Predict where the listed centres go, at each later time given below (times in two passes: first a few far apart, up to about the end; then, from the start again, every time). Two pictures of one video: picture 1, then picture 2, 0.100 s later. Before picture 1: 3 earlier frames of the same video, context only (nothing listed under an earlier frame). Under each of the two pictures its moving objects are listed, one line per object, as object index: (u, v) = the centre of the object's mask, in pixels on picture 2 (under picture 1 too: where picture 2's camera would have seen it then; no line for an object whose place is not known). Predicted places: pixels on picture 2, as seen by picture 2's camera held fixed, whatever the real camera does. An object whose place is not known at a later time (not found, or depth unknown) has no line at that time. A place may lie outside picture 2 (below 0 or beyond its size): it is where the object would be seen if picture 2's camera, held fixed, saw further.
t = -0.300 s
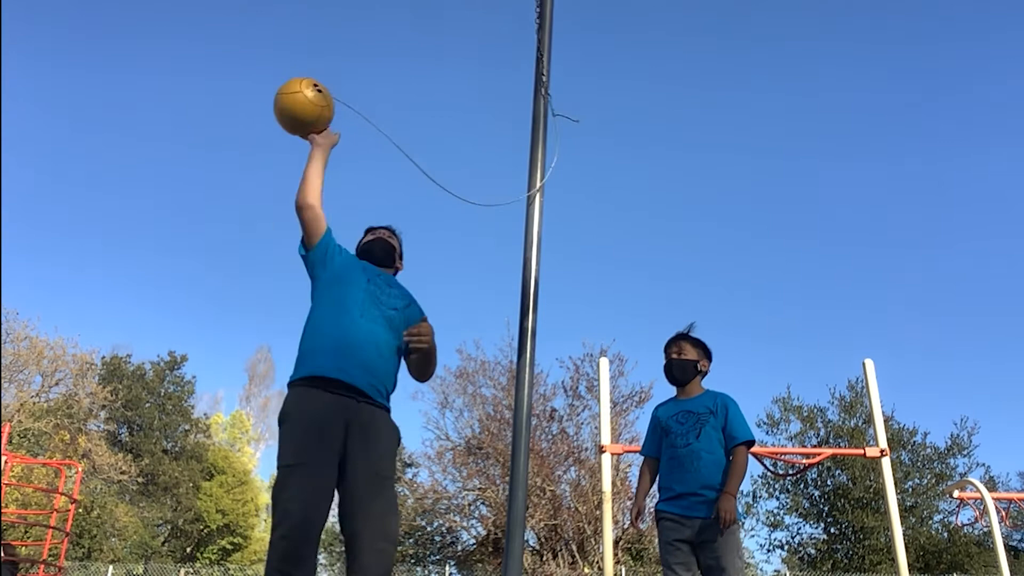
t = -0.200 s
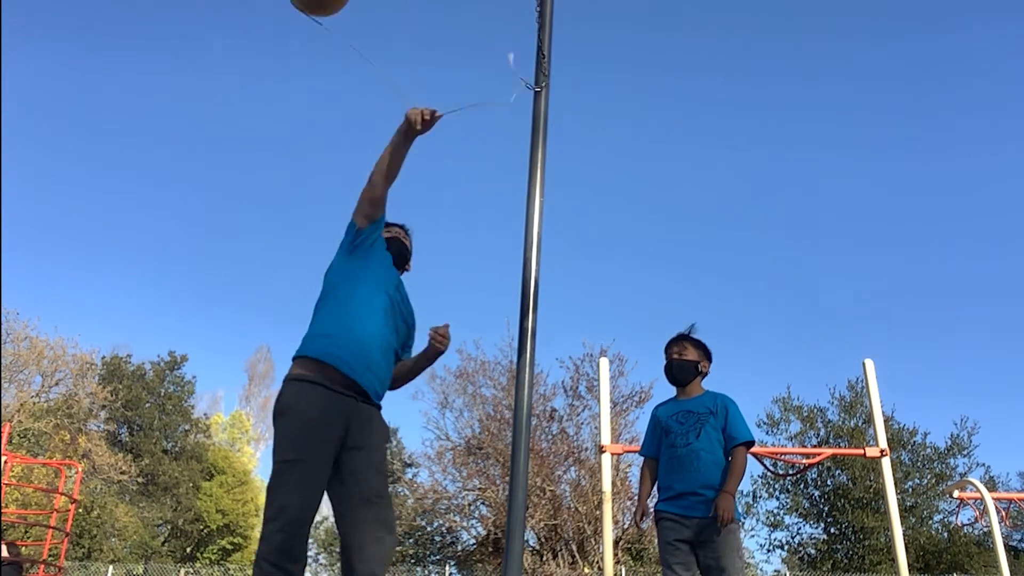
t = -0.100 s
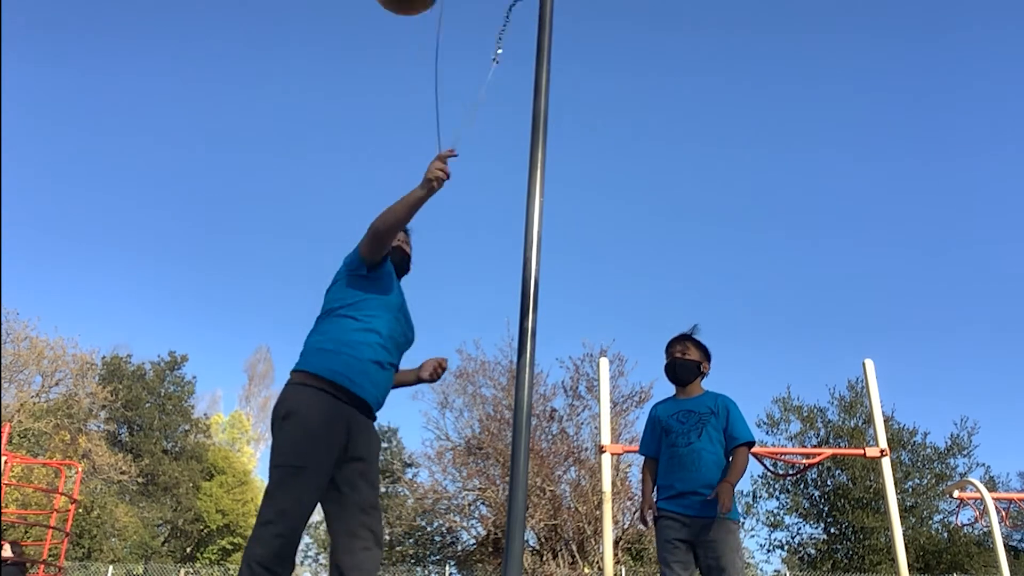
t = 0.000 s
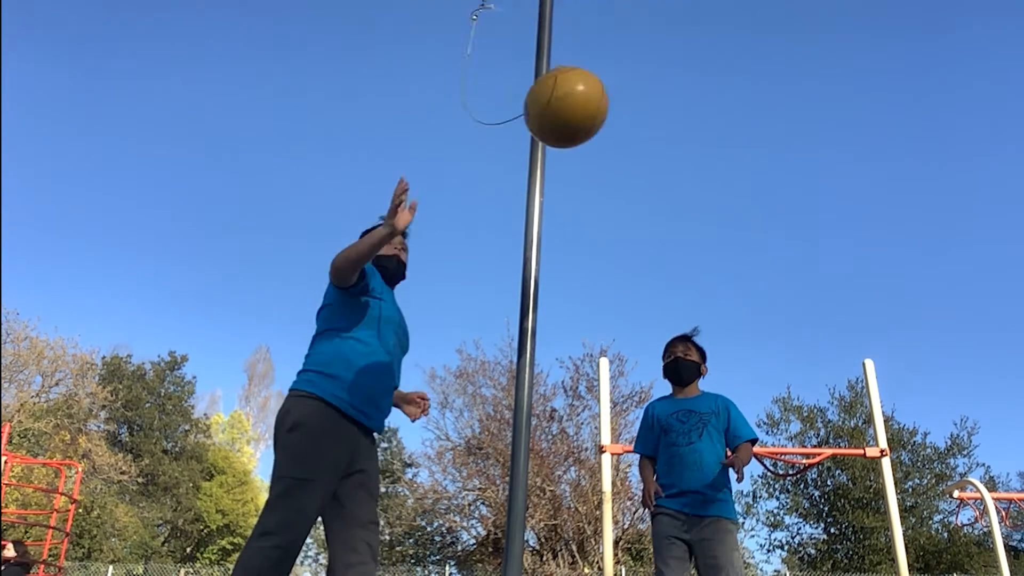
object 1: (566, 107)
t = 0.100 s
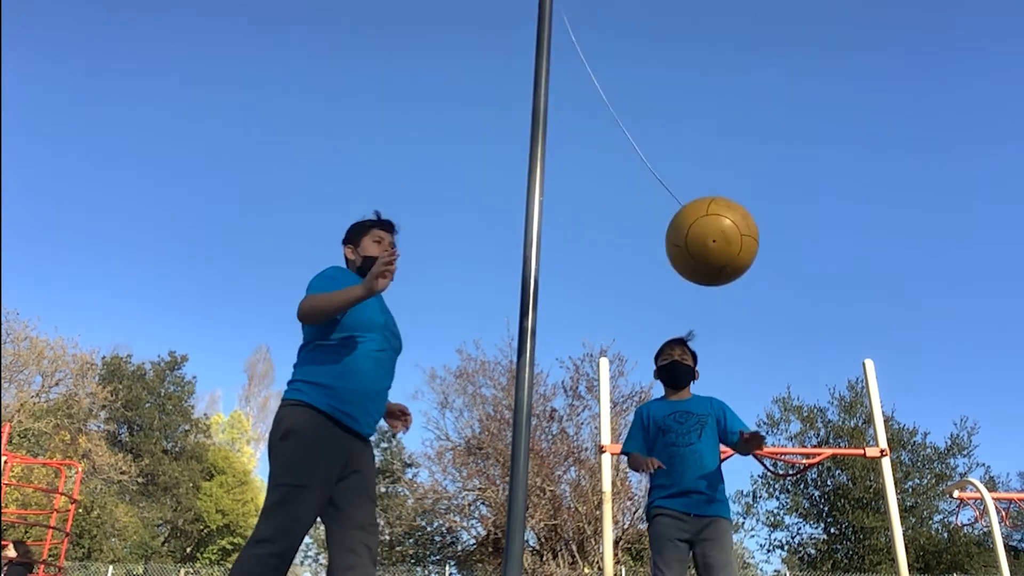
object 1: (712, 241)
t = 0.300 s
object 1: (776, 252)
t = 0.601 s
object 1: (797, 314)
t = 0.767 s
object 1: (750, 330)
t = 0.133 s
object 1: (729, 253)
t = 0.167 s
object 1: (743, 261)
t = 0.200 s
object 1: (752, 260)
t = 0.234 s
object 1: (762, 259)
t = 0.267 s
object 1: (770, 256)
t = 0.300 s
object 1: (776, 252)
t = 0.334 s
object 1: (781, 250)
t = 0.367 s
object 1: (784, 251)
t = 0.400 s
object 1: (785, 257)
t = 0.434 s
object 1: (786, 263)
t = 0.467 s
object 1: (788, 270)
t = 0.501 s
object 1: (789, 278)
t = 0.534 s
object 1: (791, 289)
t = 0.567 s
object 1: (794, 302)
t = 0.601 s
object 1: (797, 314)
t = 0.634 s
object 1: (798, 326)
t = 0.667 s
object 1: (797, 335)
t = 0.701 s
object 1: (785, 336)
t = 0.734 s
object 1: (769, 333)
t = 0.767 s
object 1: (750, 330)
